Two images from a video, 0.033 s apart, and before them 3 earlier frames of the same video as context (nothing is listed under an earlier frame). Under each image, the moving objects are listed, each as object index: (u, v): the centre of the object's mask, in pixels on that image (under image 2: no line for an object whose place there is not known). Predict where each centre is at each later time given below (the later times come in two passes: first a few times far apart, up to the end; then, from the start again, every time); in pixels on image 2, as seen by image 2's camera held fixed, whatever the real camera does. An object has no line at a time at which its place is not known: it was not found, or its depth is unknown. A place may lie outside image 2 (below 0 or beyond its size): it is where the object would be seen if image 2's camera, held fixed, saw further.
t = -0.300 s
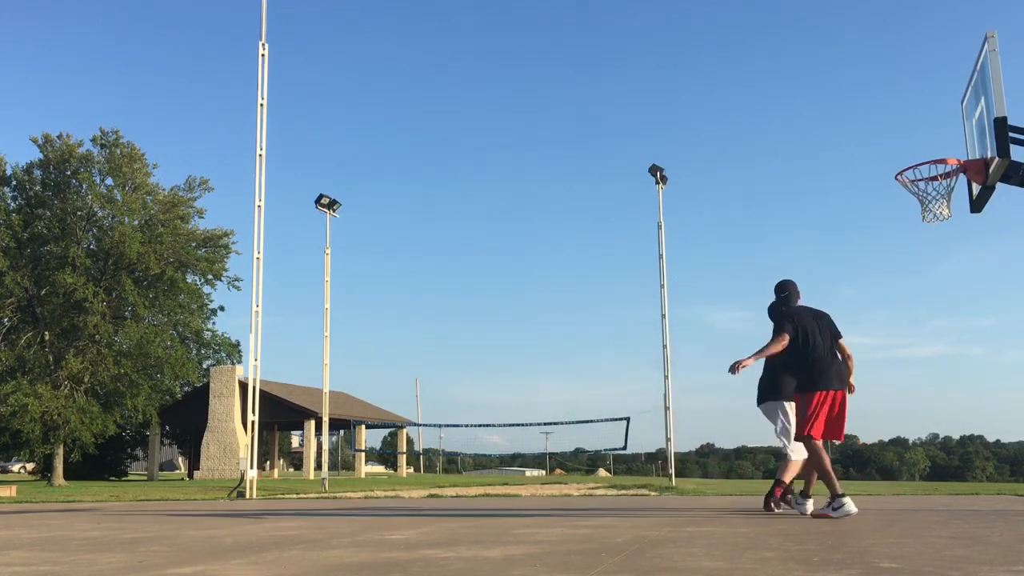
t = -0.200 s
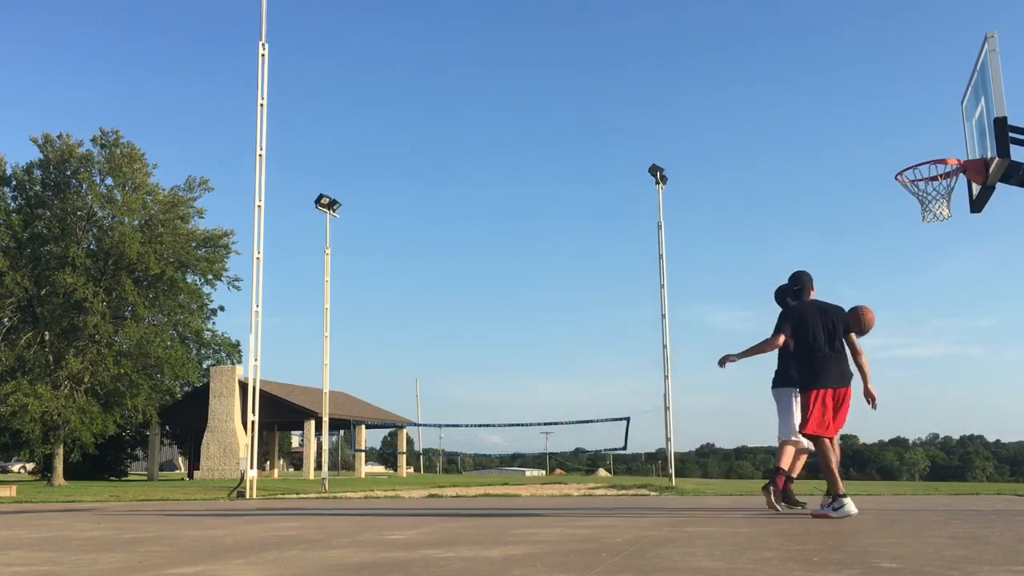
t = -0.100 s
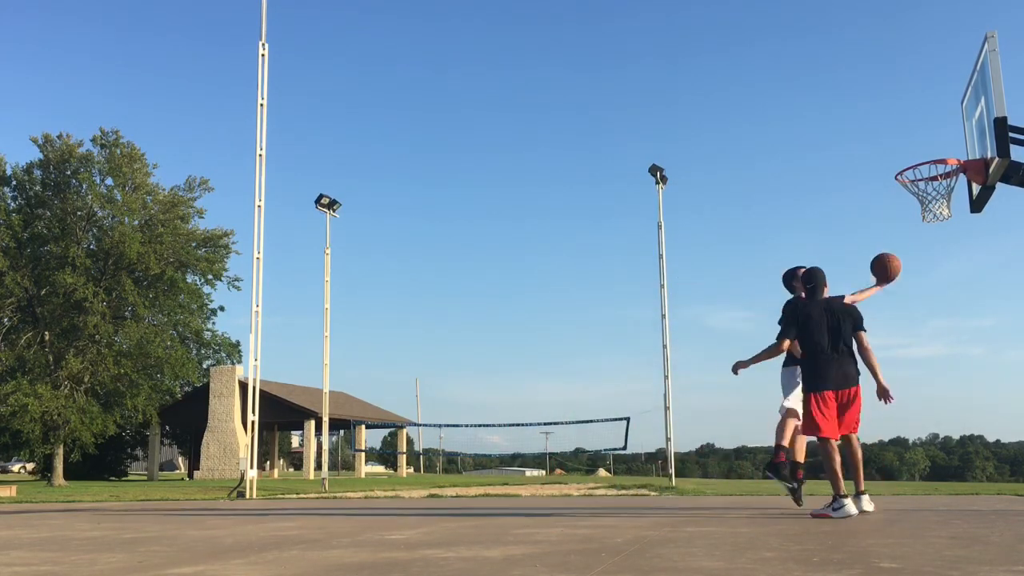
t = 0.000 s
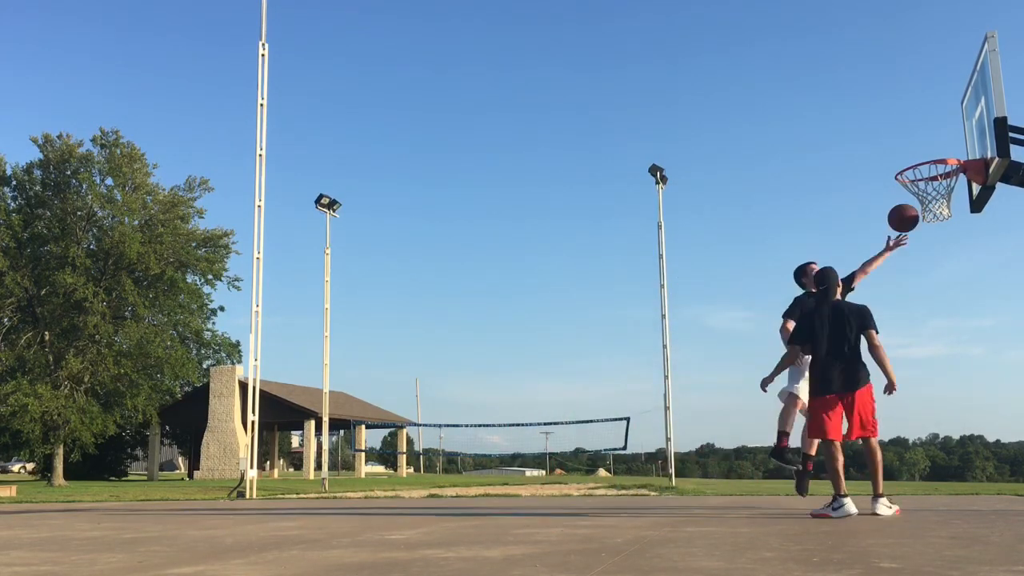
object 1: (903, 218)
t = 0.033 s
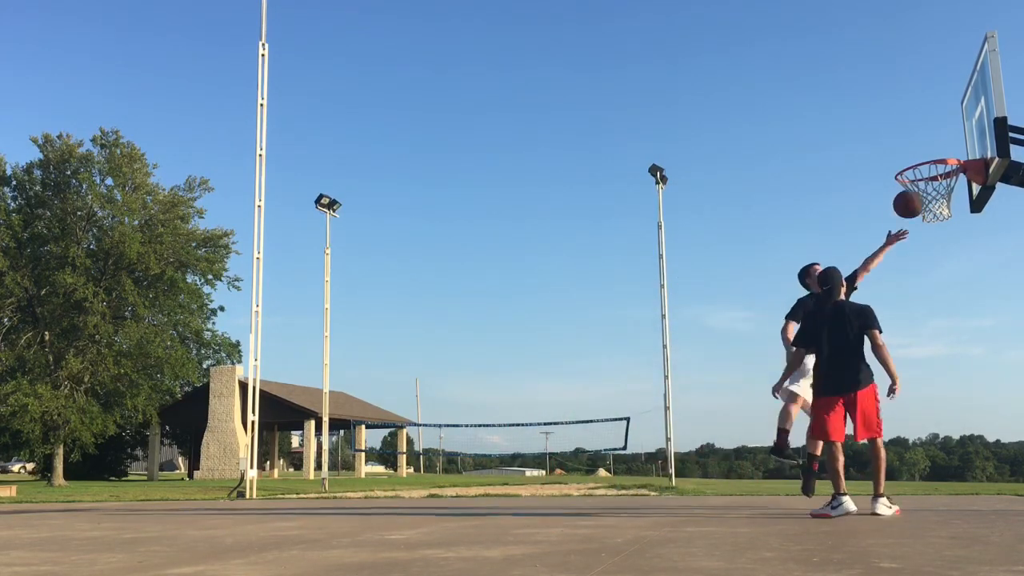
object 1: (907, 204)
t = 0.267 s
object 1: (952, 135)
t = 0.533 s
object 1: (928, 143)
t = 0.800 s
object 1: (897, 165)
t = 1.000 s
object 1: (878, 184)
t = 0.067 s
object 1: (910, 192)
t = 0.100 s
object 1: (920, 178)
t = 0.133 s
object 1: (925, 167)
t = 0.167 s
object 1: (931, 156)
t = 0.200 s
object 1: (939, 147)
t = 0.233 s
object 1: (945, 141)
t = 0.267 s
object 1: (952, 135)
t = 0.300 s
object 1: (959, 130)
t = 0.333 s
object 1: (957, 128)
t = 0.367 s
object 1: (952, 127)
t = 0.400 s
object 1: (947, 127)
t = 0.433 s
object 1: (942, 129)
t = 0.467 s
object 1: (937, 133)
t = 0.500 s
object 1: (932, 137)
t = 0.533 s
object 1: (928, 143)
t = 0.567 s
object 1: (923, 150)
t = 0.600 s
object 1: (919, 153)
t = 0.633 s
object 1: (915, 152)
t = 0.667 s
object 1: (911, 152)
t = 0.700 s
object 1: (907, 154)
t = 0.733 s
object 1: (904, 157)
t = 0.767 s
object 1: (900, 161)
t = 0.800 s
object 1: (897, 165)
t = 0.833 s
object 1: (894, 166)
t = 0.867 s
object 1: (890, 167)
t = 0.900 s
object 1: (887, 169)
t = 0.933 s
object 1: (884, 173)
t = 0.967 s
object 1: (881, 178)
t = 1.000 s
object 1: (878, 184)
